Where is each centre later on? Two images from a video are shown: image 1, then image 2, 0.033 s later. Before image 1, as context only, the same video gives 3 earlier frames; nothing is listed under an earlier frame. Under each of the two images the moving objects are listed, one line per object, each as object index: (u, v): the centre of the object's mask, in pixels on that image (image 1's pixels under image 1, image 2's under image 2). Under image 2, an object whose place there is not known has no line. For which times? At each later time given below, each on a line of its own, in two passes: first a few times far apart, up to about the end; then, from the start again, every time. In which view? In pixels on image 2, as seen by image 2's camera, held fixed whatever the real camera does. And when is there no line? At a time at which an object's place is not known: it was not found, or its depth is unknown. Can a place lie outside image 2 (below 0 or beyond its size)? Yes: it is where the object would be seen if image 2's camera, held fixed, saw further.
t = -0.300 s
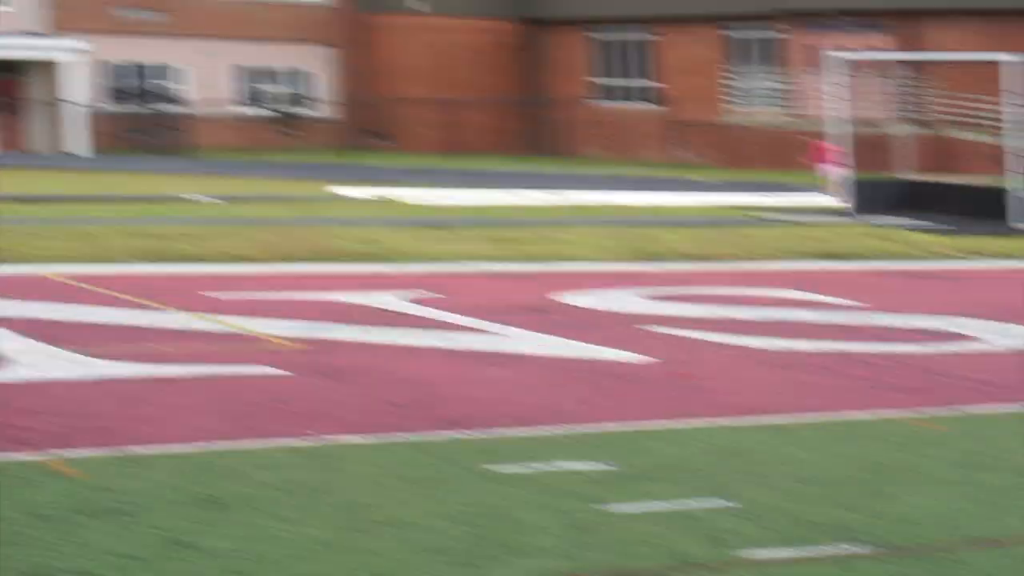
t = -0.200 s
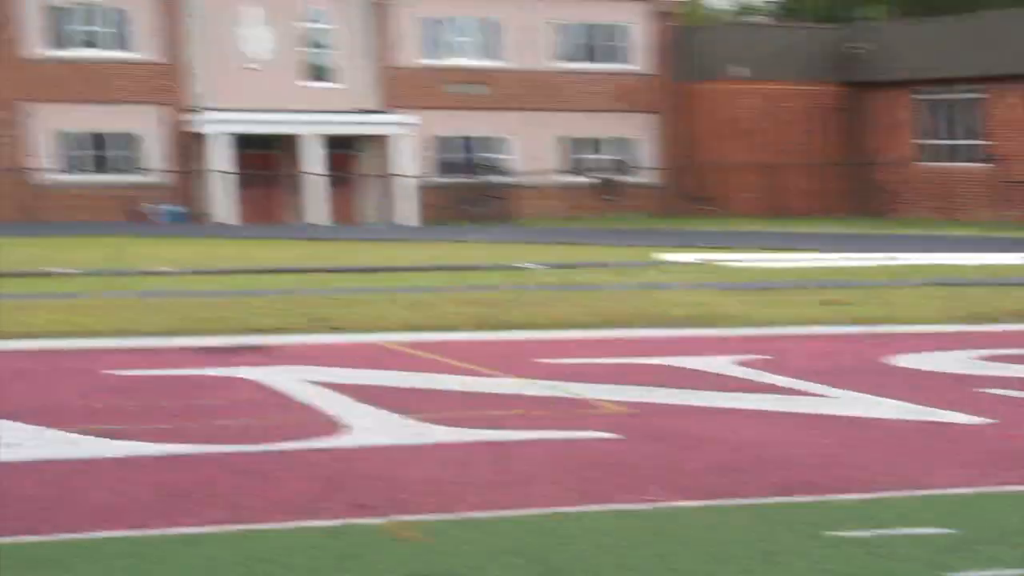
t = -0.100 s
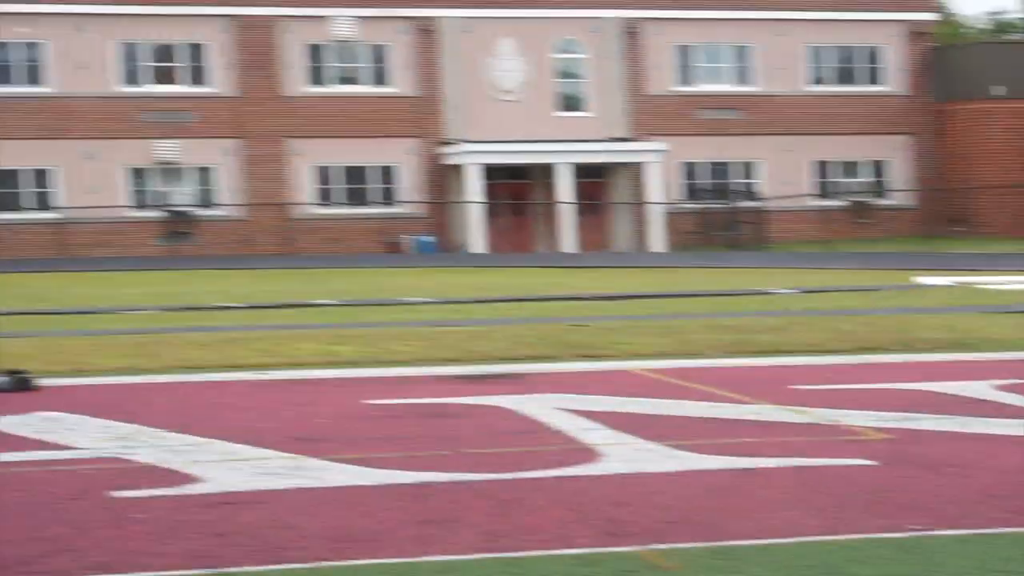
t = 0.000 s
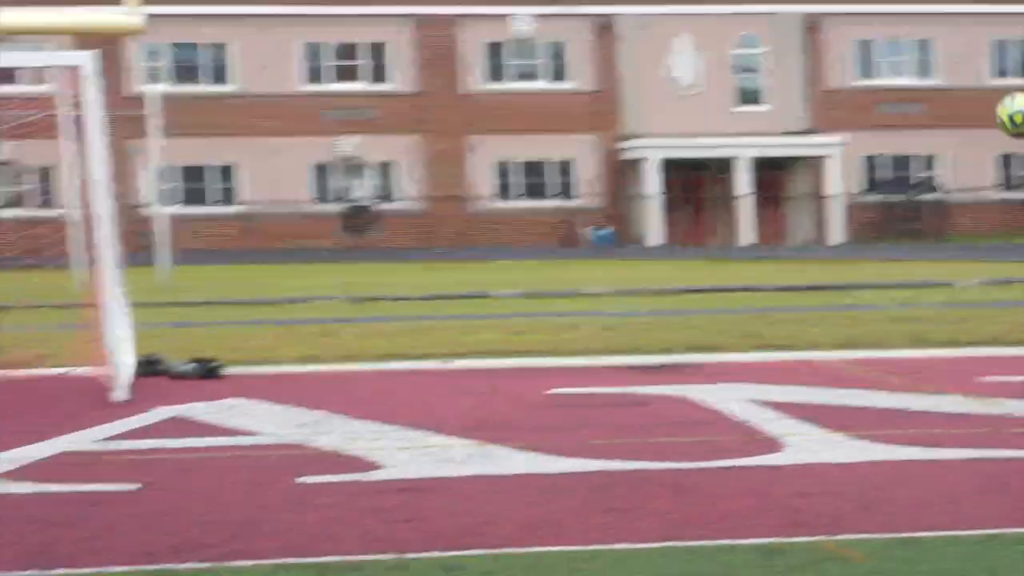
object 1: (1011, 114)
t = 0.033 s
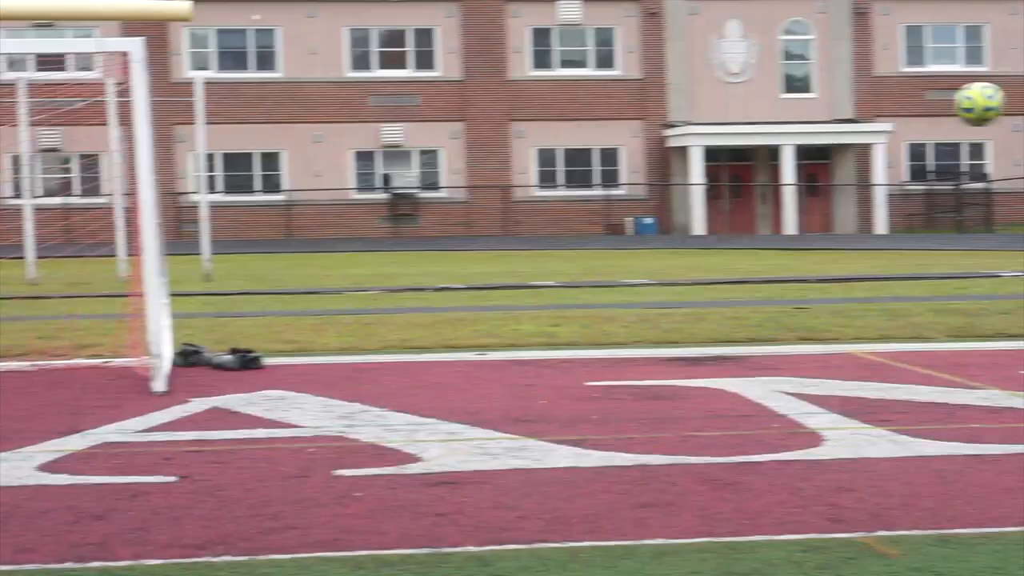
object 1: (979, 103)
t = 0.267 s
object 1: (458, 154)
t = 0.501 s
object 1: (82, 255)
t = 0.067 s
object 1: (890, 105)
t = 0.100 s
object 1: (807, 110)
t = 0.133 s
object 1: (729, 117)
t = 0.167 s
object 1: (656, 122)
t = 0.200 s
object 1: (587, 133)
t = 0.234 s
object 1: (521, 144)
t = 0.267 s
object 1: (458, 154)
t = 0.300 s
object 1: (398, 165)
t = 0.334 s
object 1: (340, 177)
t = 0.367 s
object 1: (285, 190)
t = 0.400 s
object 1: (230, 204)
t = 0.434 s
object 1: (178, 220)
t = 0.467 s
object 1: (129, 238)
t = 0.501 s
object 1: (82, 255)
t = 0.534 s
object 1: (34, 272)
